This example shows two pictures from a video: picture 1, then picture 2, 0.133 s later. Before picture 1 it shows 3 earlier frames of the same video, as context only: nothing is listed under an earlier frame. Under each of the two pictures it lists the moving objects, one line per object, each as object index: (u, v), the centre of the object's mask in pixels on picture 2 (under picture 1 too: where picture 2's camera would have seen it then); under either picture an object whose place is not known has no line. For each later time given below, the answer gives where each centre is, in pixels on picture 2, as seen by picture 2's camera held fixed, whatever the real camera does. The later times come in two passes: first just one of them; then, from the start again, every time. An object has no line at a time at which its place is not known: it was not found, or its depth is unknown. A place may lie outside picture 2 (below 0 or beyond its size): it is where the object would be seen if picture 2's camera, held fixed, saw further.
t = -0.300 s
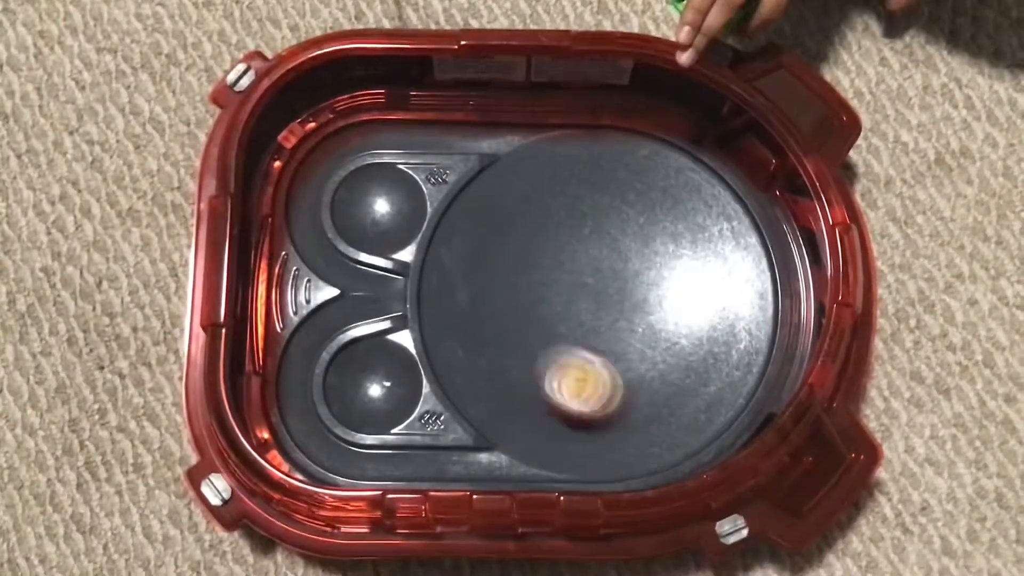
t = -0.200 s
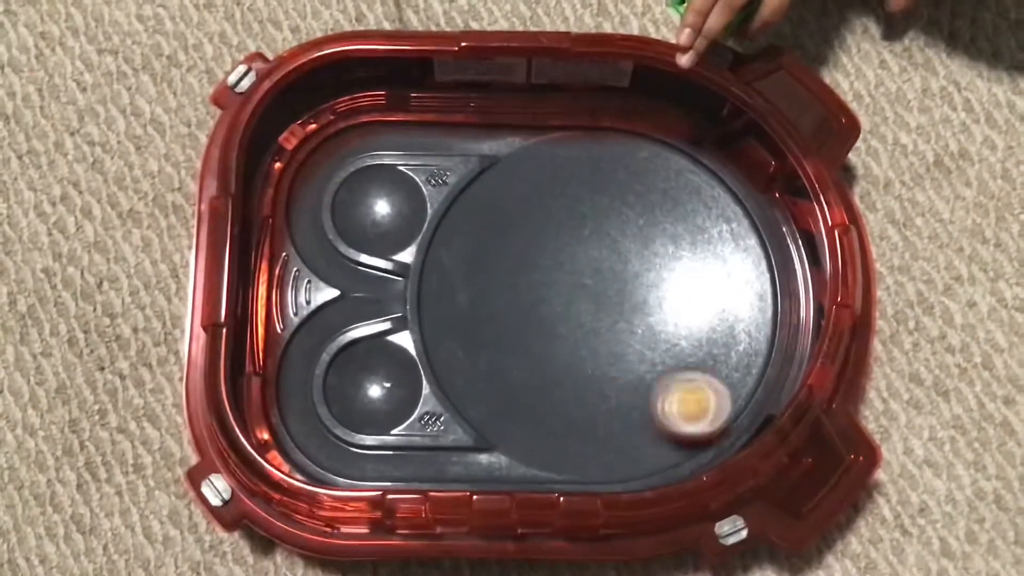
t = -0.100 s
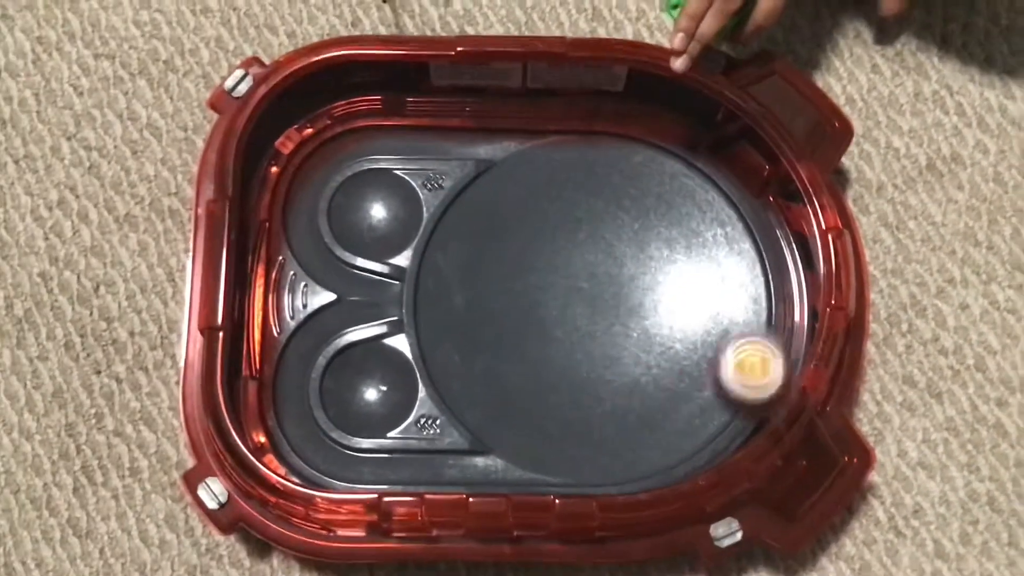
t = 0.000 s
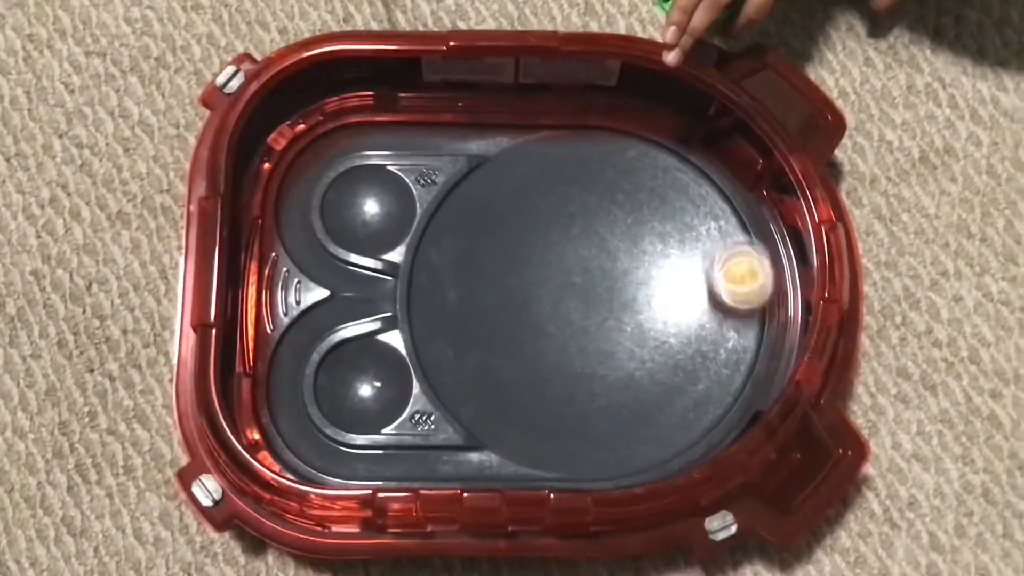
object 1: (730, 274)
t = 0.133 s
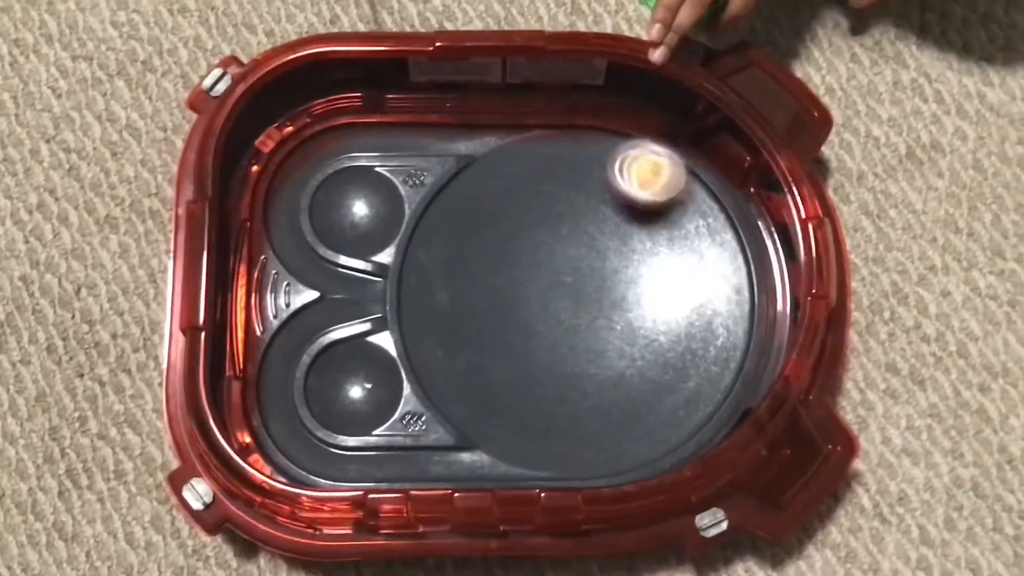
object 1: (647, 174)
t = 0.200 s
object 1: (582, 157)
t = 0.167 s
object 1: (615, 162)
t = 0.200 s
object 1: (582, 157)
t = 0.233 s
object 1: (548, 158)
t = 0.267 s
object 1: (513, 164)
